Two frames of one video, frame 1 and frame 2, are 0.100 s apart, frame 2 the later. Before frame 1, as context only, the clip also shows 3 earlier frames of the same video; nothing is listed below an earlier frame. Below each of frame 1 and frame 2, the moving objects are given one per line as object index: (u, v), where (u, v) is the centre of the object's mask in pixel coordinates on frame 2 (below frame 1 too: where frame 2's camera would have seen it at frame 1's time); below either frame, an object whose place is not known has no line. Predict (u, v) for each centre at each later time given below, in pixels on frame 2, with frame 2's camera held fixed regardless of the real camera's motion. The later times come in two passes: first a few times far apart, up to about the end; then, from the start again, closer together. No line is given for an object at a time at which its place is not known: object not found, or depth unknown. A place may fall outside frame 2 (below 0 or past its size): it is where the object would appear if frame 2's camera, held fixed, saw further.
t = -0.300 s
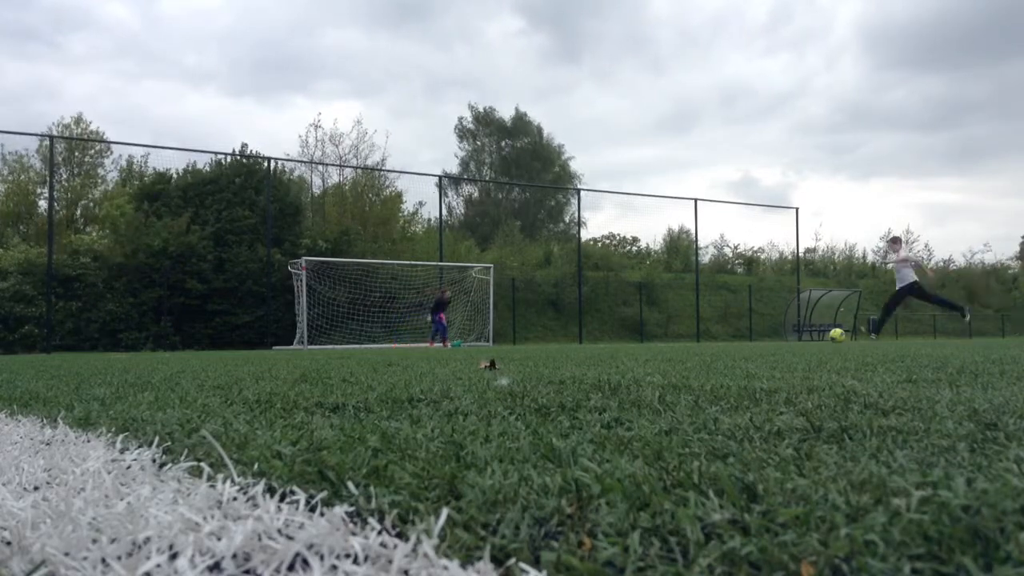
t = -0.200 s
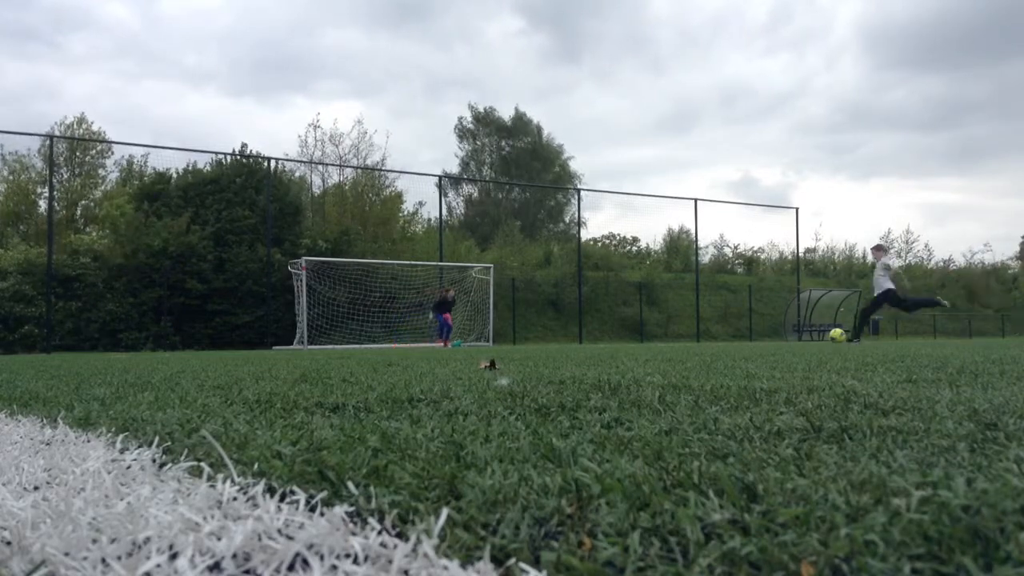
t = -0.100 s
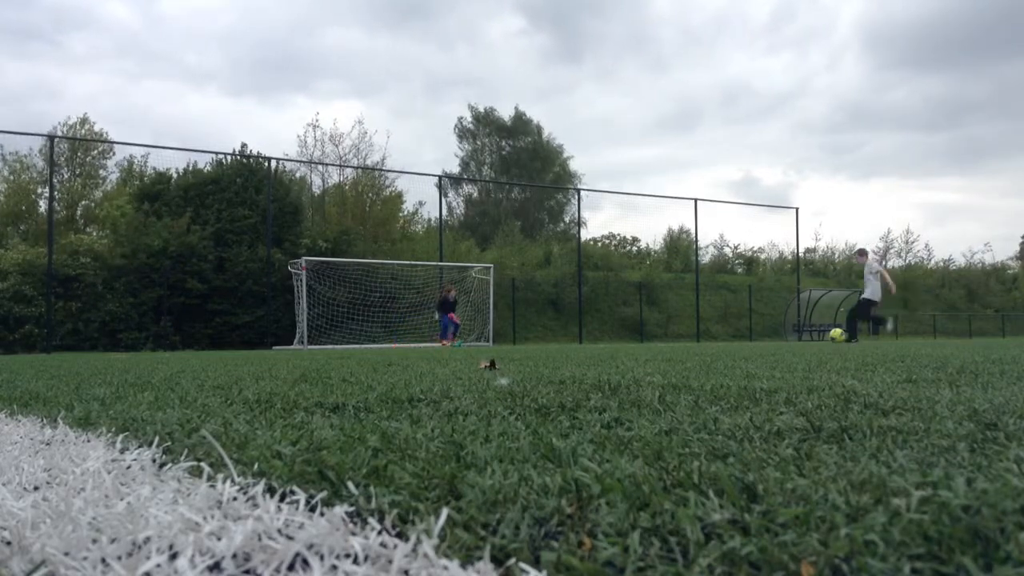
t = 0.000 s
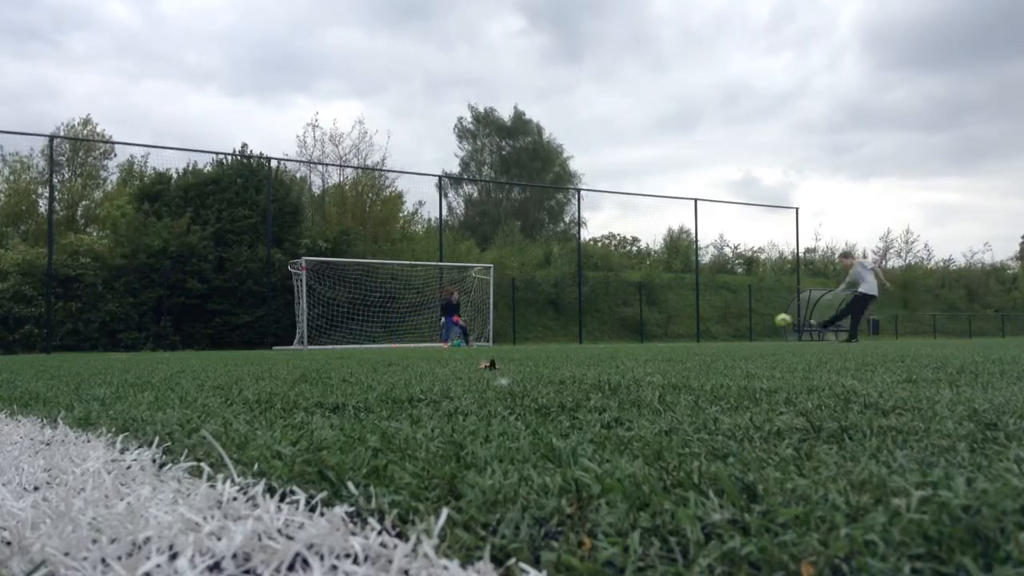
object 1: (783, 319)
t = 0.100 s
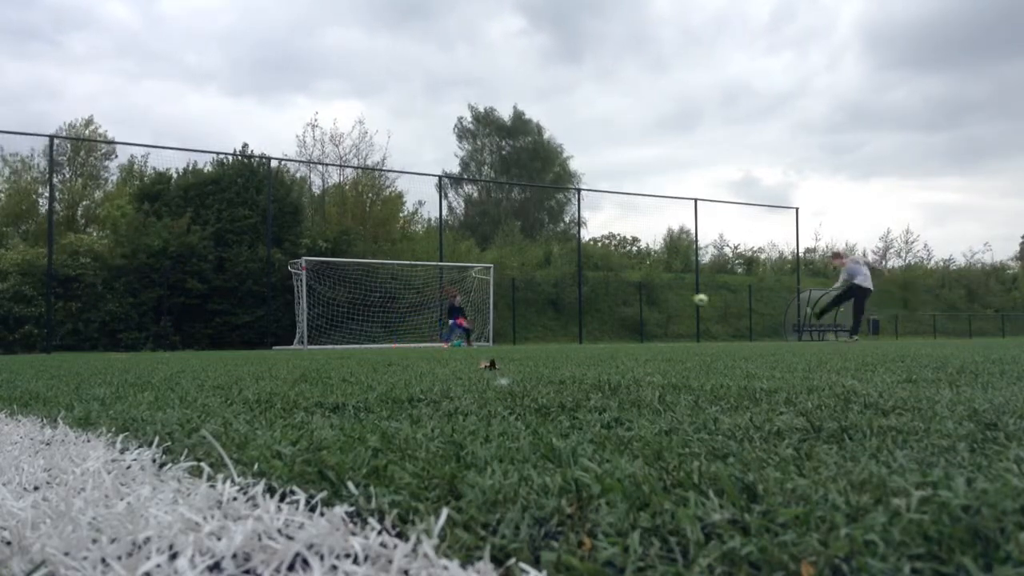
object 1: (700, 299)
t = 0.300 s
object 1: (582, 282)
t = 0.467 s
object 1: (516, 283)
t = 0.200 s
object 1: (634, 287)
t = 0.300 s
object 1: (582, 282)
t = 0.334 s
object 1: (566, 281)
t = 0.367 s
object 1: (552, 281)
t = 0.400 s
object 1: (539, 281)
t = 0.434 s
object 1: (527, 282)
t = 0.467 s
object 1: (516, 283)
